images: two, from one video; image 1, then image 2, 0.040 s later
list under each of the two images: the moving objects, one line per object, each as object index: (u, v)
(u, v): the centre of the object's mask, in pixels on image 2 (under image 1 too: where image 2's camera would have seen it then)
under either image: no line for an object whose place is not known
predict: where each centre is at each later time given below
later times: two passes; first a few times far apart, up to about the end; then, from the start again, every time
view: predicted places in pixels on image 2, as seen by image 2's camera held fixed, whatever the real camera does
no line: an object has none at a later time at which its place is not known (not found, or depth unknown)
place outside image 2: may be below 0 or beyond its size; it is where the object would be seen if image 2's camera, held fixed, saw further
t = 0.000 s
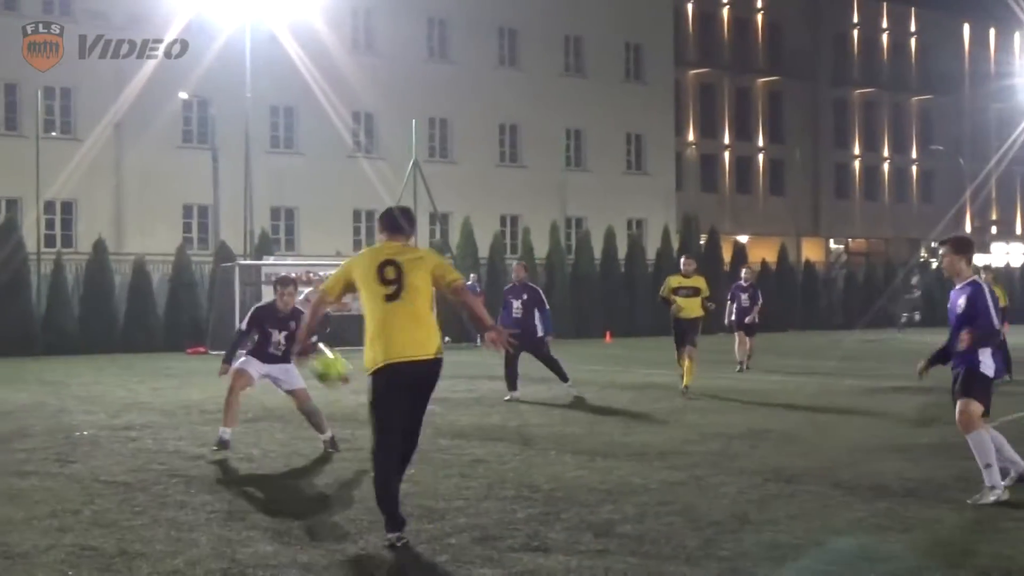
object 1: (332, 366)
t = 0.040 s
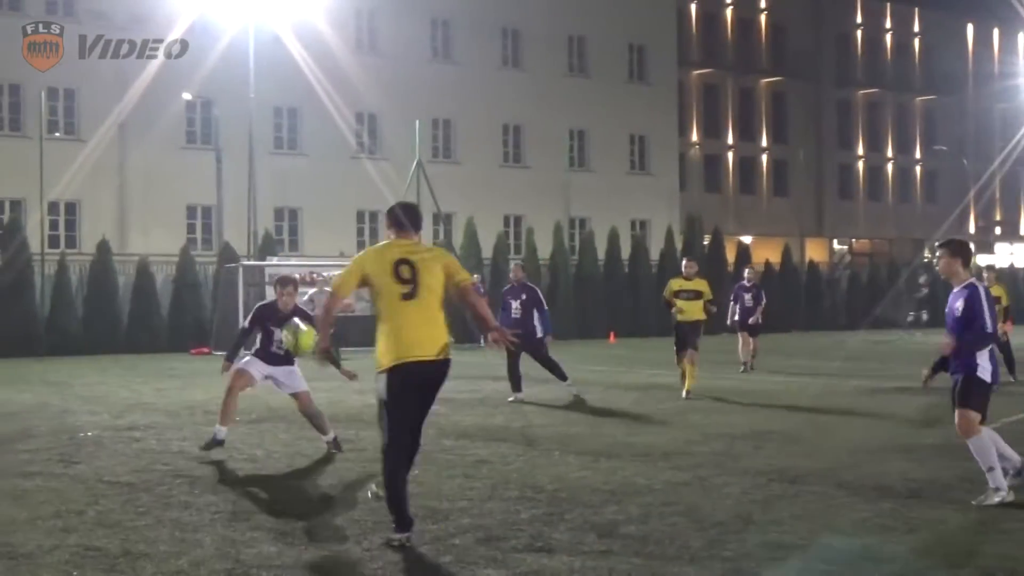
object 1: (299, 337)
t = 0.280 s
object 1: (156, 249)
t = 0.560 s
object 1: (39, 246)
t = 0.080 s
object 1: (270, 315)
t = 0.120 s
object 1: (247, 296)
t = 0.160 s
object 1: (222, 279)
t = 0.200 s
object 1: (199, 267)
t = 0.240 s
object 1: (178, 257)
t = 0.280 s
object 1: (156, 249)
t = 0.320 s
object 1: (138, 244)
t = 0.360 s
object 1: (120, 241)
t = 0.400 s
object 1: (104, 239)
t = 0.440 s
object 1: (85, 238)
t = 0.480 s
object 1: (70, 239)
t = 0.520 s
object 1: (53, 241)
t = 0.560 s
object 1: (39, 246)
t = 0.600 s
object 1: (23, 250)
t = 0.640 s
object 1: (9, 257)
